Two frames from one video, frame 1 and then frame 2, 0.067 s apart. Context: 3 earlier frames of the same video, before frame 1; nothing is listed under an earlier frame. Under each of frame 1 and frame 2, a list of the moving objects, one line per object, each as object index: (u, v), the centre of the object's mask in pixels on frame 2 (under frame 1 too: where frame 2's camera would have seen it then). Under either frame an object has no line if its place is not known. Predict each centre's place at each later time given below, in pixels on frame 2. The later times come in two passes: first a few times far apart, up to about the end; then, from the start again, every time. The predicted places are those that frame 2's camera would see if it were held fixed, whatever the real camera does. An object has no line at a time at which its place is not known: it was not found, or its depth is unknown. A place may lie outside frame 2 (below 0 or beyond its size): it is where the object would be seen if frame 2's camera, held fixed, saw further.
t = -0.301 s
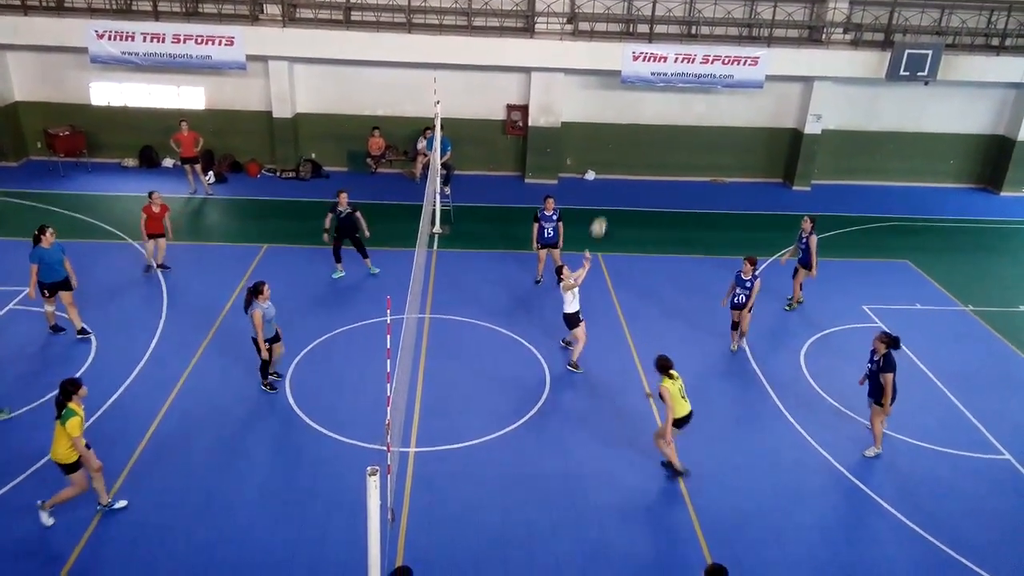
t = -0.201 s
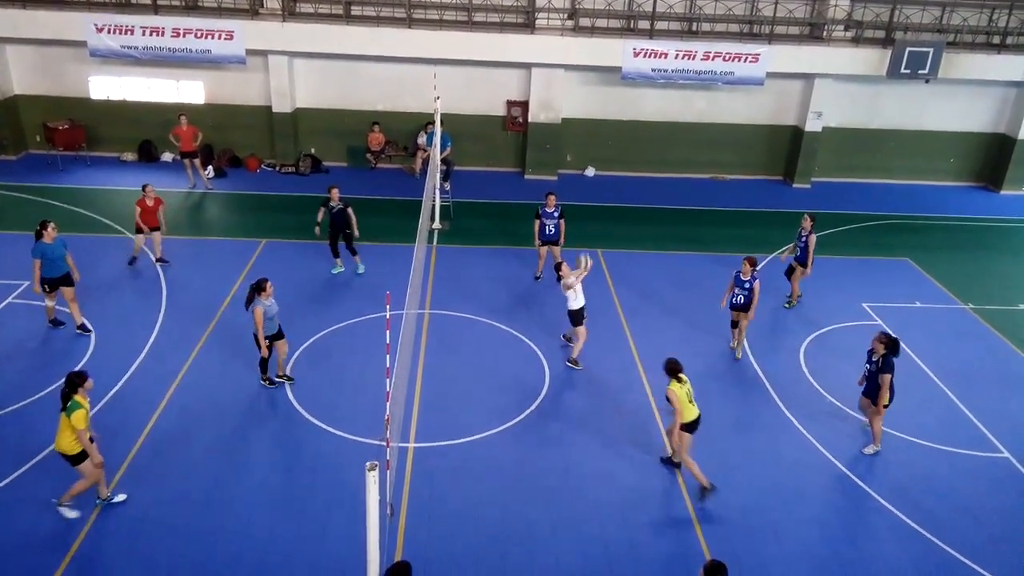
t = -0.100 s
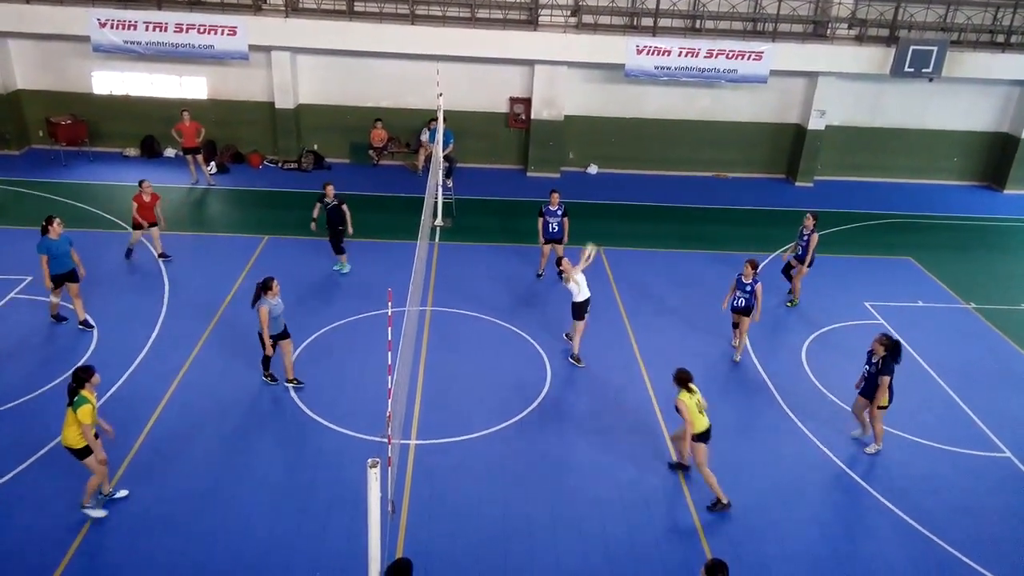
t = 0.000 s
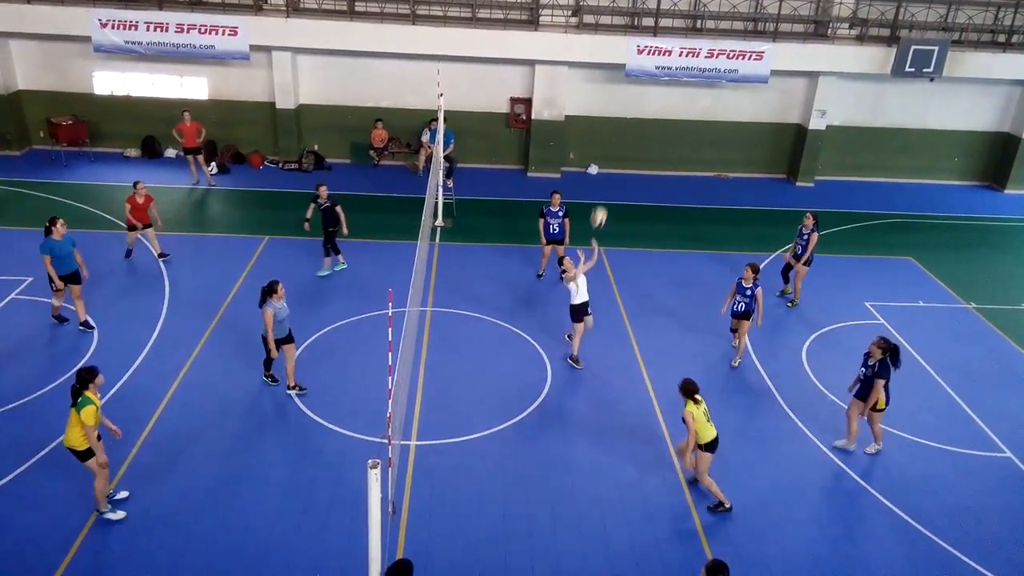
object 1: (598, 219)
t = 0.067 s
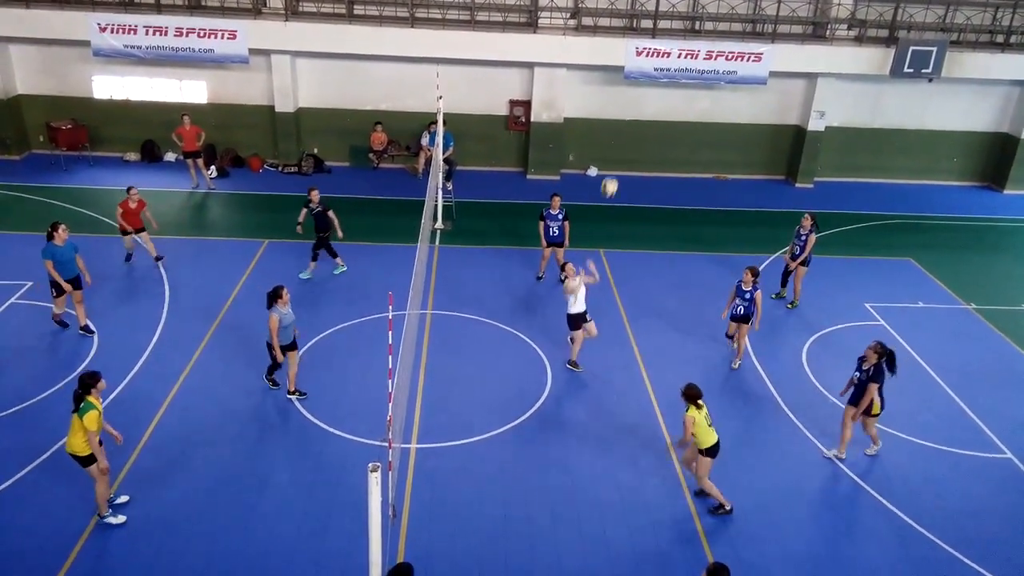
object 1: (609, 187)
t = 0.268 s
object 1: (631, 140)
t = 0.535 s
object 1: (657, 127)
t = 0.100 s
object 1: (613, 177)
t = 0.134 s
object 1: (617, 167)
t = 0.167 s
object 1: (620, 160)
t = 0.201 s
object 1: (623, 153)
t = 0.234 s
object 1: (627, 146)
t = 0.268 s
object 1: (631, 140)
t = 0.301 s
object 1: (634, 135)
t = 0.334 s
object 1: (637, 131)
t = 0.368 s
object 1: (641, 128)
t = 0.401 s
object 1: (644, 126)
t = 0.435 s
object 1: (648, 125)
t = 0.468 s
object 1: (651, 124)
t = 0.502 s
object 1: (654, 125)
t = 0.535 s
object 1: (657, 127)
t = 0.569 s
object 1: (659, 129)
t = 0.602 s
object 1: (662, 132)
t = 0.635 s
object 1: (665, 137)
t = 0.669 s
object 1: (667, 142)
